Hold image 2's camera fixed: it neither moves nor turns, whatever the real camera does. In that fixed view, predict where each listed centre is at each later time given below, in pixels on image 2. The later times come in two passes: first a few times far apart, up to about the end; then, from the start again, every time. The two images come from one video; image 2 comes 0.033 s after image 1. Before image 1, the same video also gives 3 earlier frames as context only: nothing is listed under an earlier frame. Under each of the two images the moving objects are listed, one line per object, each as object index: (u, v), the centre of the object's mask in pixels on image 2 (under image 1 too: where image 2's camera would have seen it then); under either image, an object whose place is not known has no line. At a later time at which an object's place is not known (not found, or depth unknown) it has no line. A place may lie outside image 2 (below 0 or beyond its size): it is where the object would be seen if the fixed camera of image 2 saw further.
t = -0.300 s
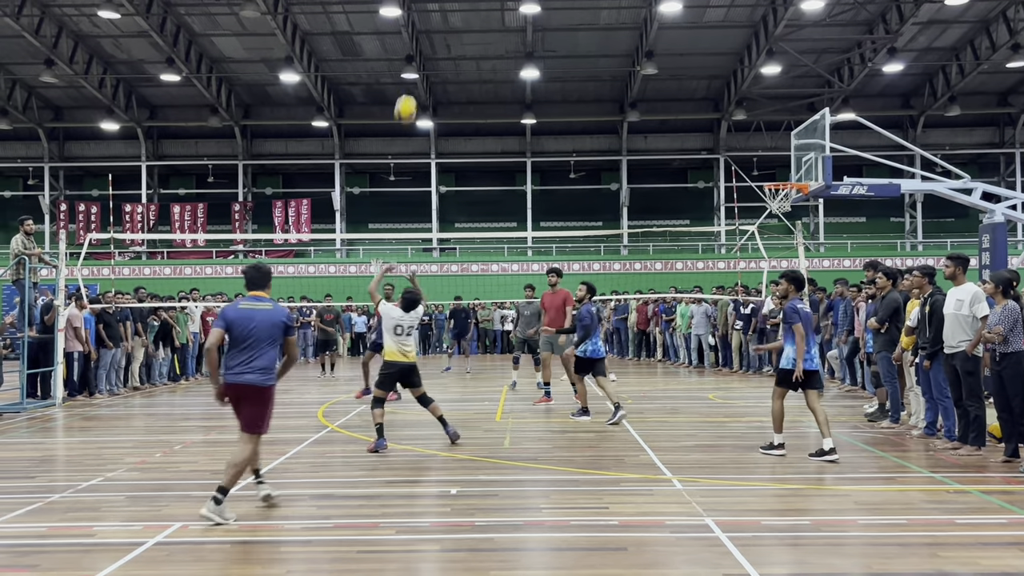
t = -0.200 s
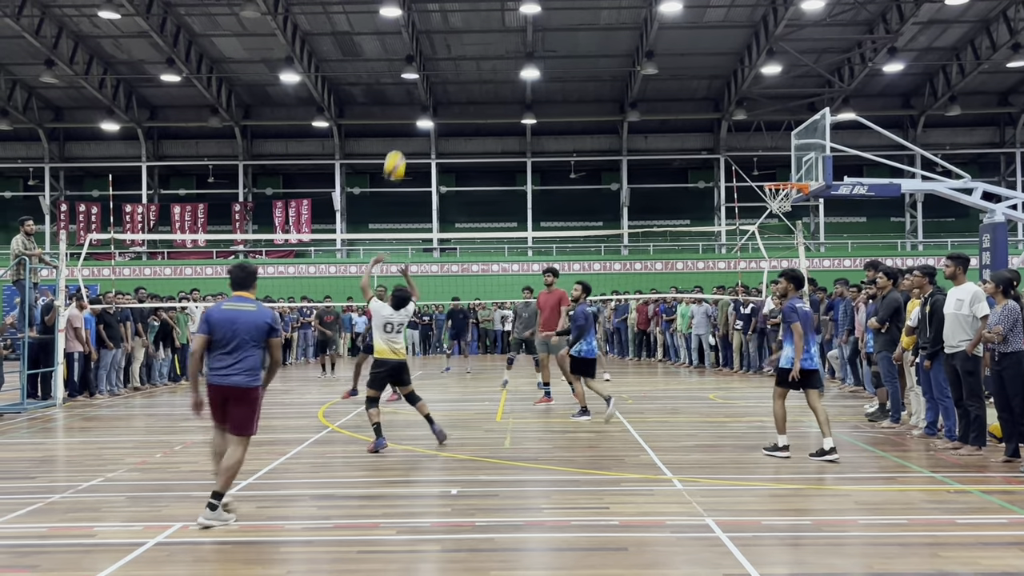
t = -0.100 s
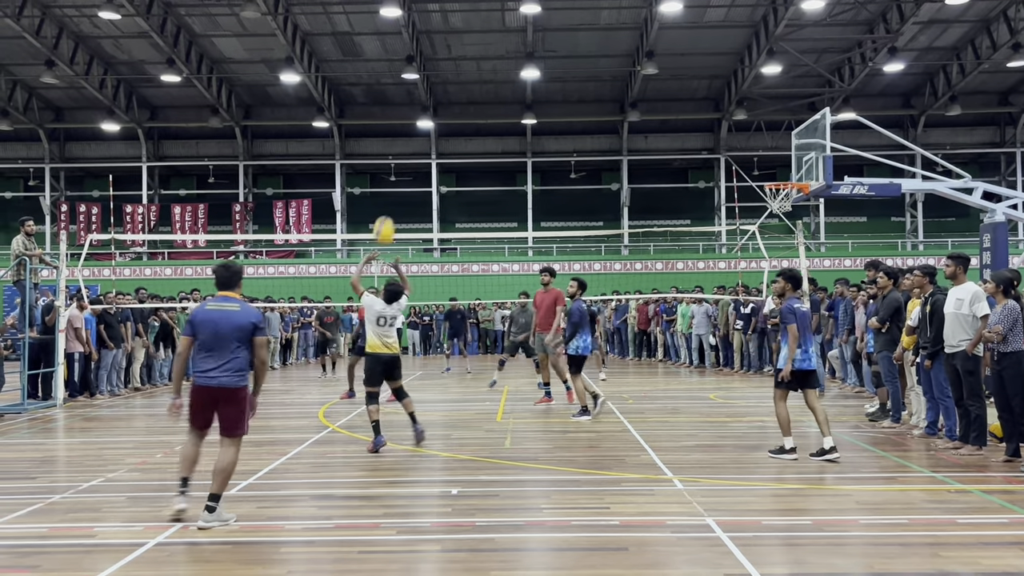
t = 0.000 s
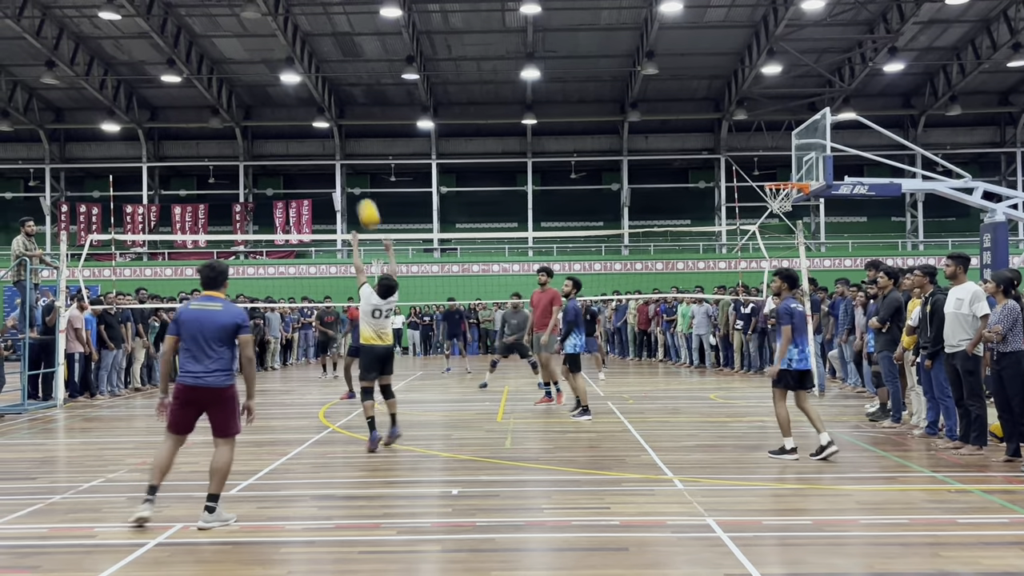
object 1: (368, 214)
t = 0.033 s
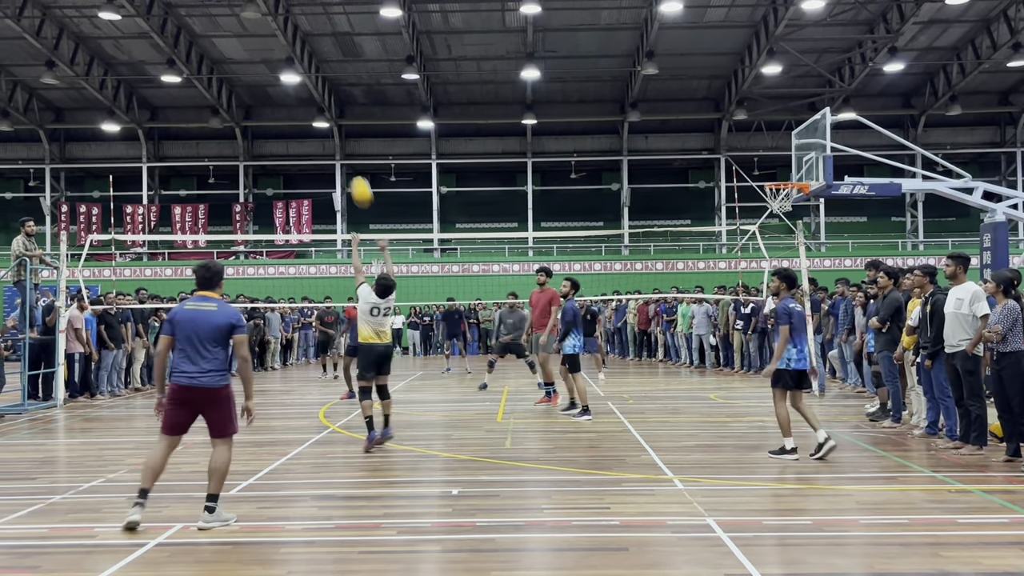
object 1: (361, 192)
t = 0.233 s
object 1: (322, 88)
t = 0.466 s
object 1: (286, 27)
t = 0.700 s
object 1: (257, 17)
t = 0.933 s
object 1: (231, 50)
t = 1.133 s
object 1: (213, 106)
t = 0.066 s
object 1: (354, 171)
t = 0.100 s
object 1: (347, 149)
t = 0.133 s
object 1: (340, 133)
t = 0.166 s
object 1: (334, 116)
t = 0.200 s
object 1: (328, 102)
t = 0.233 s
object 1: (322, 88)
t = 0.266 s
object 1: (316, 76)
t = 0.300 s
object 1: (311, 65)
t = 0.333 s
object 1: (306, 55)
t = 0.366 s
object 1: (301, 47)
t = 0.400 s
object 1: (296, 39)
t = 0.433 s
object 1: (291, 33)
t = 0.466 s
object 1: (286, 27)
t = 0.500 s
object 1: (282, 24)
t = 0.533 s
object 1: (277, 20)
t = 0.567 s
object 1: (273, 18)
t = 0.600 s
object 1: (269, 16)
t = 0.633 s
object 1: (265, 16)
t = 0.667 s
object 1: (261, 16)
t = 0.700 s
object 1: (257, 17)
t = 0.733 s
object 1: (253, 19)
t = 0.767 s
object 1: (249, 22)
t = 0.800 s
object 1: (246, 26)
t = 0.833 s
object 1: (242, 31)
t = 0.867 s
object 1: (239, 36)
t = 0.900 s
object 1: (235, 42)
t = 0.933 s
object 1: (231, 50)
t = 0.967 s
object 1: (228, 57)
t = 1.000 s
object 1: (225, 66)
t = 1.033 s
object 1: (222, 75)
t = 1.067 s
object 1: (219, 85)
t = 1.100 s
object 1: (216, 95)
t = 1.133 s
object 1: (213, 106)
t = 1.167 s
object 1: (210, 117)
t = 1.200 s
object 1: (208, 129)
